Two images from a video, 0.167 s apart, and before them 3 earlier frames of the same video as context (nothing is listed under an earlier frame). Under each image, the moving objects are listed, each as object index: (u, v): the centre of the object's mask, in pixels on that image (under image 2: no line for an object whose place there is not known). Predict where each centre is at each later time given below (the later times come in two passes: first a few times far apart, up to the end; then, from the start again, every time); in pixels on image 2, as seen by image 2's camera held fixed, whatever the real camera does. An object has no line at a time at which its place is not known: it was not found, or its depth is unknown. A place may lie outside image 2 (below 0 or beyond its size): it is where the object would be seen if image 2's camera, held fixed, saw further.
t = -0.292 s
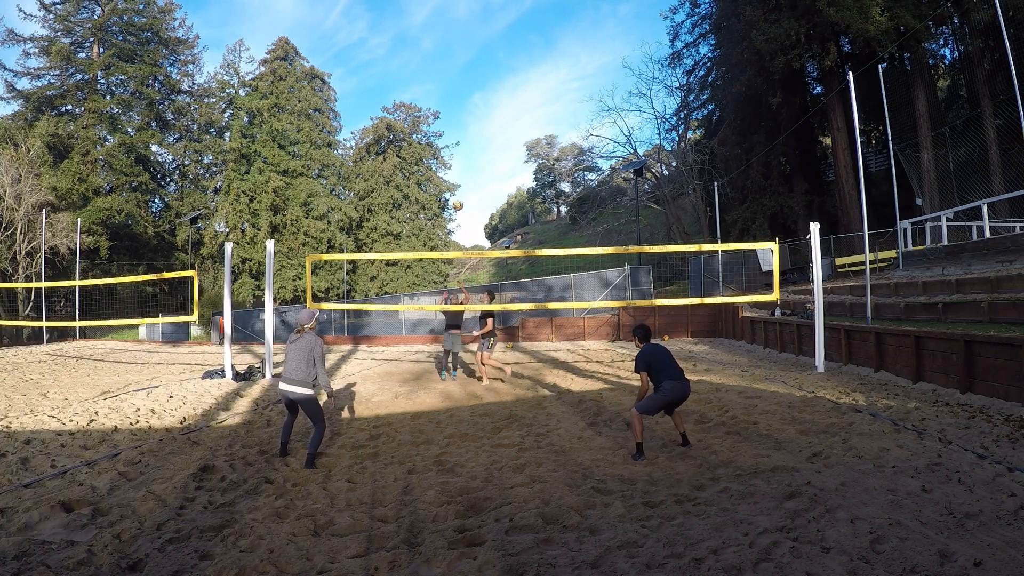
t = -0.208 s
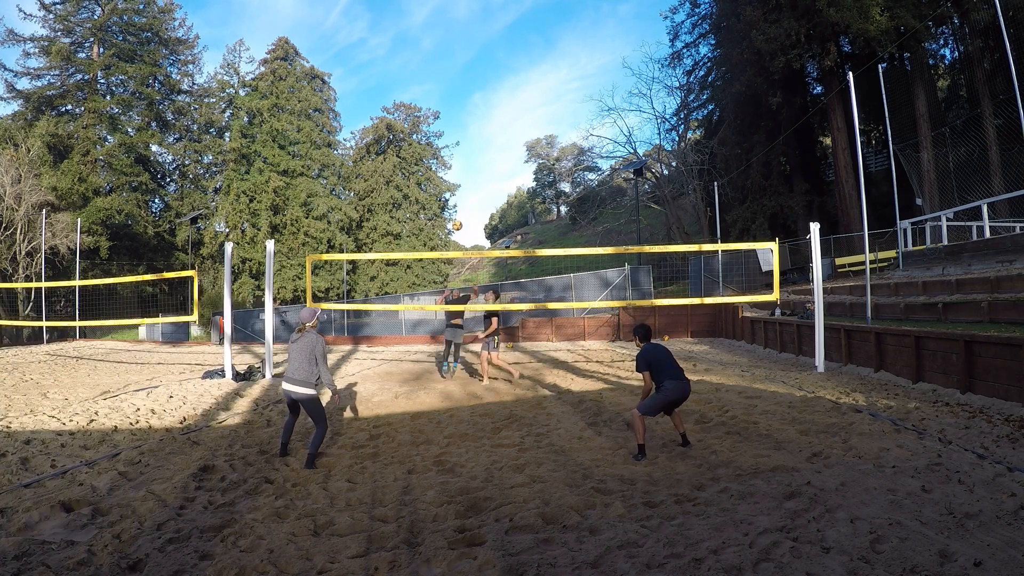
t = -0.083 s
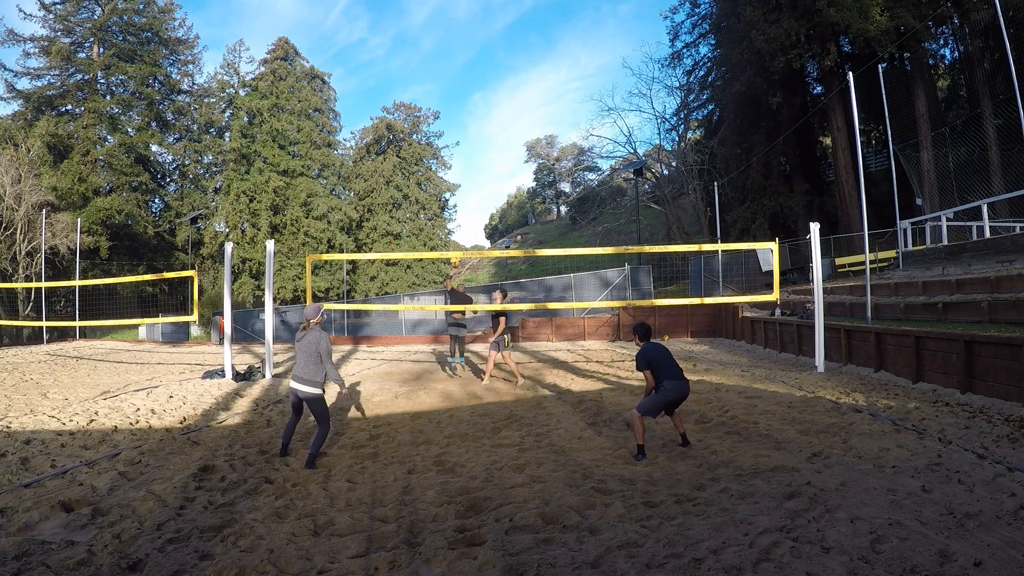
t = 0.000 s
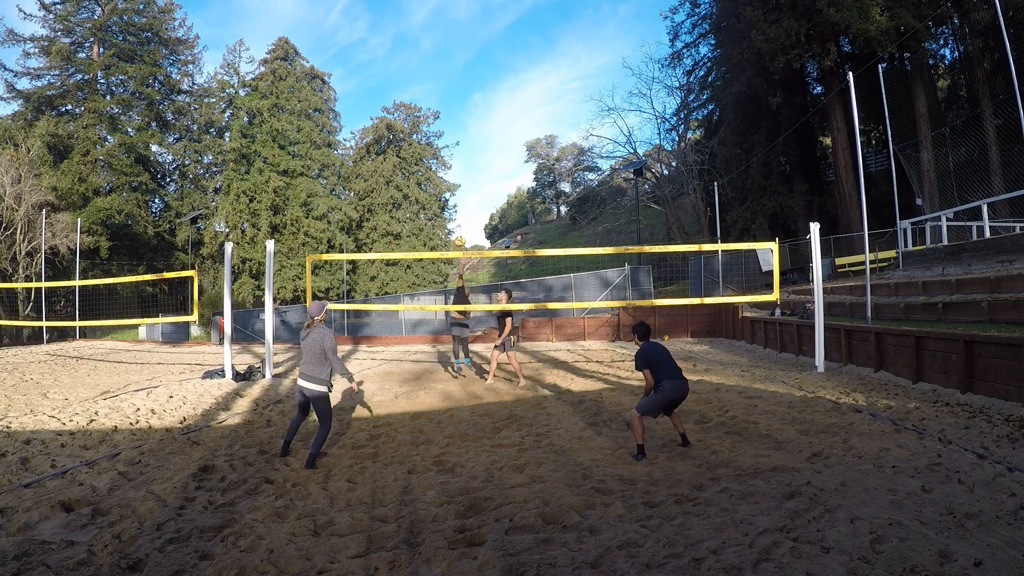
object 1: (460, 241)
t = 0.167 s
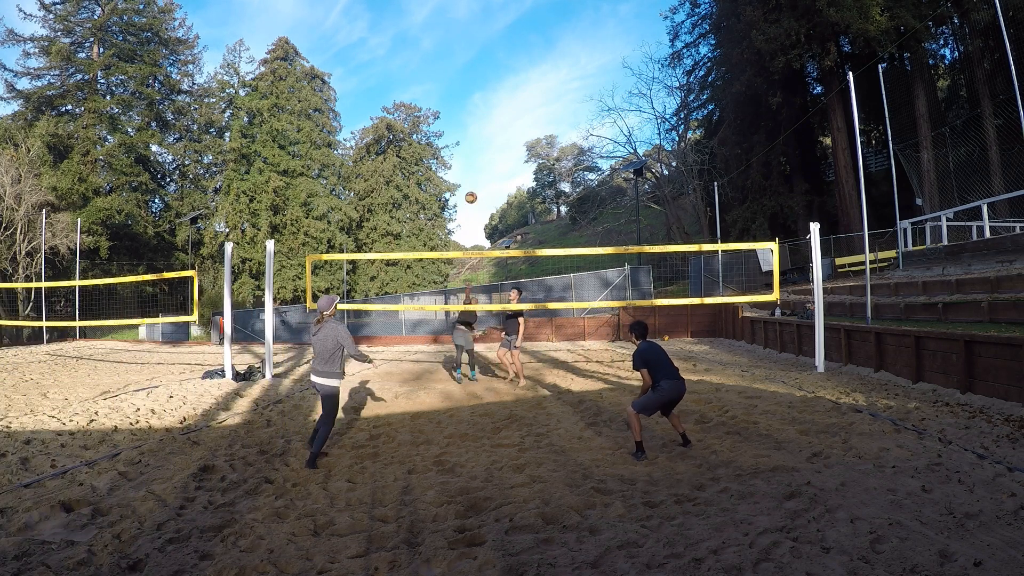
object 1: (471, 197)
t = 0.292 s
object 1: (480, 171)
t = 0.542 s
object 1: (502, 141)
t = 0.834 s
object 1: (540, 166)
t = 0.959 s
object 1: (562, 212)
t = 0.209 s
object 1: (474, 188)
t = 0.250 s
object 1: (477, 179)
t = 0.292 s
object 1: (480, 171)
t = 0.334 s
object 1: (483, 164)
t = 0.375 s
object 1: (487, 158)
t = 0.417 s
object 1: (490, 152)
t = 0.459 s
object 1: (494, 147)
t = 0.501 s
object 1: (498, 144)
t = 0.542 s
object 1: (502, 141)
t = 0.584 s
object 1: (507, 140)
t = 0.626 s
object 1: (511, 140)
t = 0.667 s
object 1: (516, 141)
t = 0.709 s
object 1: (522, 144)
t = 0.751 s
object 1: (527, 149)
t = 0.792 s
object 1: (533, 157)
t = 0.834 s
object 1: (540, 166)
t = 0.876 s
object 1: (546, 178)
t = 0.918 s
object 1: (554, 193)
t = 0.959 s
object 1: (562, 212)
